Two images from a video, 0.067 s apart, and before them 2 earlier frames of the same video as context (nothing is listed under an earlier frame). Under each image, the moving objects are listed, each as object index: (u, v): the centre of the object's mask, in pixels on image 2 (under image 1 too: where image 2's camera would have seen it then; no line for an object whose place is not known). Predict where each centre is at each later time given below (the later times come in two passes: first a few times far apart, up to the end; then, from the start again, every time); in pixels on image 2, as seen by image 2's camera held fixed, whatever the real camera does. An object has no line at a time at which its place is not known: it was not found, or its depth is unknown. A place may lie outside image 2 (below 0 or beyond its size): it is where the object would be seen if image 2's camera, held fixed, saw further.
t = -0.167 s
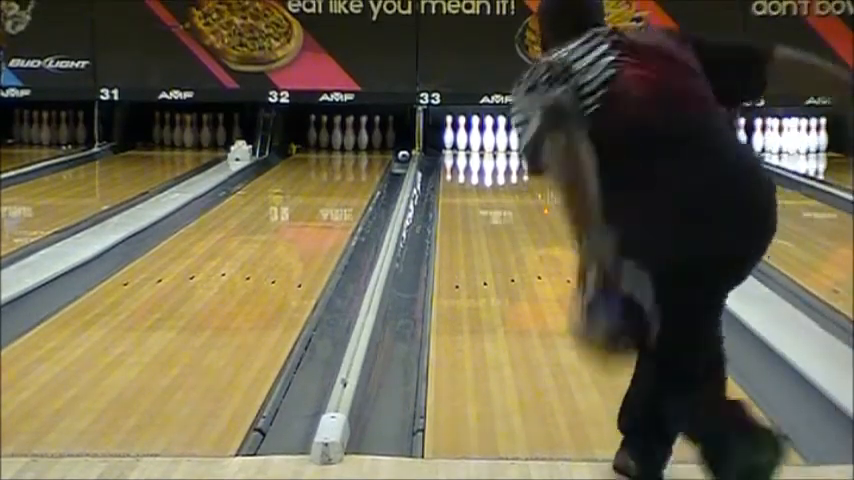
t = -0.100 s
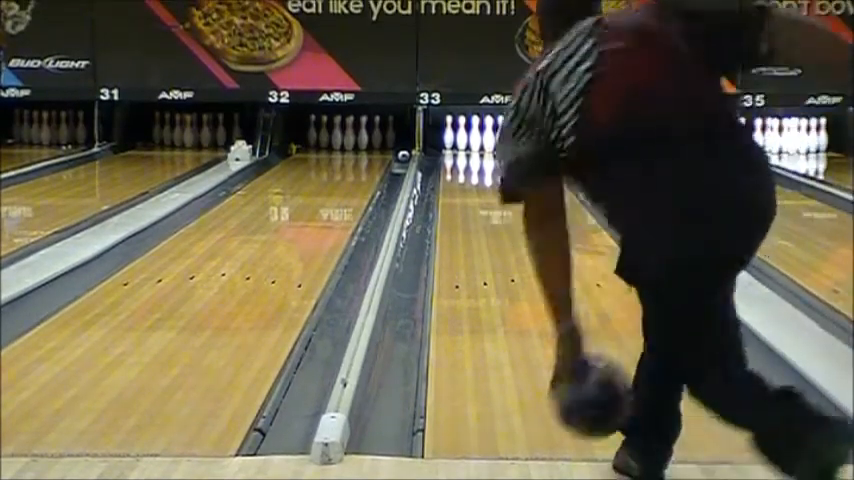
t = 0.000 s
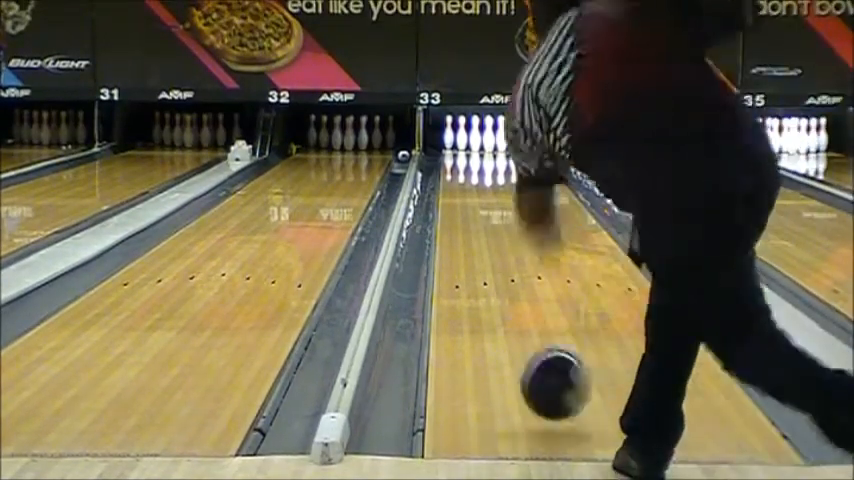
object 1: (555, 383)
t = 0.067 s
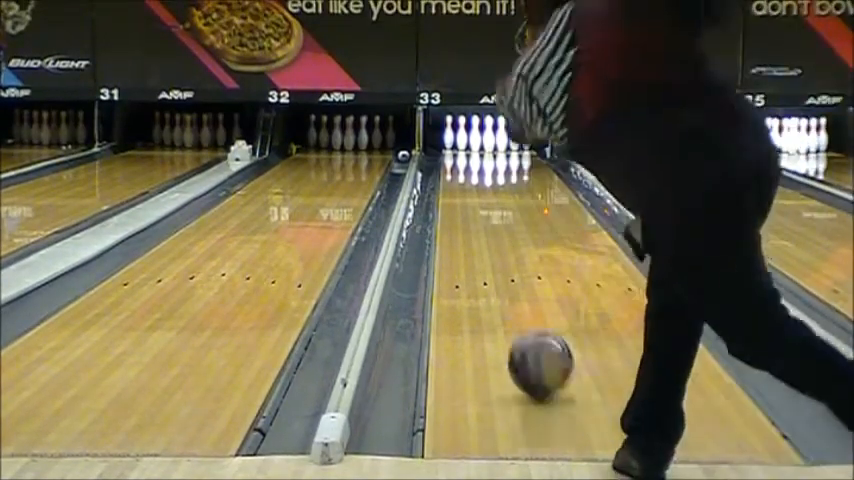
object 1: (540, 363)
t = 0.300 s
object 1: (503, 292)
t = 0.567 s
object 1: (480, 241)
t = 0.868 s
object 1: (465, 206)
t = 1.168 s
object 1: (459, 181)
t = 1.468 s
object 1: (458, 165)
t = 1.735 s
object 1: (464, 154)
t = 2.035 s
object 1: (480, 146)
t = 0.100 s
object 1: (534, 351)
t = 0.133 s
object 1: (527, 340)
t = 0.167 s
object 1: (522, 329)
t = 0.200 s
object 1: (517, 318)
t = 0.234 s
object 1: (512, 309)
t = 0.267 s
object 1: (508, 299)
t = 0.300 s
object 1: (503, 292)
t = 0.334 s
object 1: (500, 284)
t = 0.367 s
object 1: (496, 277)
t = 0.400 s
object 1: (494, 270)
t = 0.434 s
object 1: (491, 264)
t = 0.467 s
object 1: (487, 258)
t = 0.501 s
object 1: (485, 251)
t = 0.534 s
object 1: (482, 246)
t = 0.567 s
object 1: (480, 241)
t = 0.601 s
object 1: (479, 236)
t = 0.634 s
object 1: (476, 232)
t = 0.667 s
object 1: (473, 227)
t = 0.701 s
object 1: (472, 223)
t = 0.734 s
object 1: (471, 219)
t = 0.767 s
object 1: (470, 215)
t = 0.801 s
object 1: (468, 213)
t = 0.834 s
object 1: (466, 209)
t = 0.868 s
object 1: (465, 206)
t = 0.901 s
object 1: (465, 203)
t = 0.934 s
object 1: (463, 199)
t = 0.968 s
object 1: (462, 197)
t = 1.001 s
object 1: (461, 194)
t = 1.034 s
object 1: (460, 191)
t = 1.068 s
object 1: (460, 188)
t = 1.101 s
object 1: (460, 185)
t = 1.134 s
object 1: (459, 183)
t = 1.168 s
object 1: (459, 181)
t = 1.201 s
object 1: (458, 179)
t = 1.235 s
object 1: (458, 177)
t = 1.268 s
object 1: (458, 175)
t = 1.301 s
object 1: (458, 173)
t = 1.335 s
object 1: (458, 171)
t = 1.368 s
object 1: (457, 170)
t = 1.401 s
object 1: (457, 167)
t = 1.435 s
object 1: (457, 166)
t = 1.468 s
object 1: (458, 165)
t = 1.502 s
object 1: (459, 164)
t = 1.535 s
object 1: (459, 163)
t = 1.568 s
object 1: (460, 161)
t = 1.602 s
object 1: (461, 159)
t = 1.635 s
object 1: (461, 157)
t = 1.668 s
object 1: (462, 158)
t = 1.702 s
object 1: (463, 155)
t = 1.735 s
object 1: (464, 154)
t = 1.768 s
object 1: (465, 153)
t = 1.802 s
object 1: (468, 151)
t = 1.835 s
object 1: (470, 150)
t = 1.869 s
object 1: (471, 150)
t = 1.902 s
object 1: (474, 150)
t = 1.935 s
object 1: (475, 149)
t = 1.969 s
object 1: (476, 147)
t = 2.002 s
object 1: (478, 147)
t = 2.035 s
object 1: (480, 146)
